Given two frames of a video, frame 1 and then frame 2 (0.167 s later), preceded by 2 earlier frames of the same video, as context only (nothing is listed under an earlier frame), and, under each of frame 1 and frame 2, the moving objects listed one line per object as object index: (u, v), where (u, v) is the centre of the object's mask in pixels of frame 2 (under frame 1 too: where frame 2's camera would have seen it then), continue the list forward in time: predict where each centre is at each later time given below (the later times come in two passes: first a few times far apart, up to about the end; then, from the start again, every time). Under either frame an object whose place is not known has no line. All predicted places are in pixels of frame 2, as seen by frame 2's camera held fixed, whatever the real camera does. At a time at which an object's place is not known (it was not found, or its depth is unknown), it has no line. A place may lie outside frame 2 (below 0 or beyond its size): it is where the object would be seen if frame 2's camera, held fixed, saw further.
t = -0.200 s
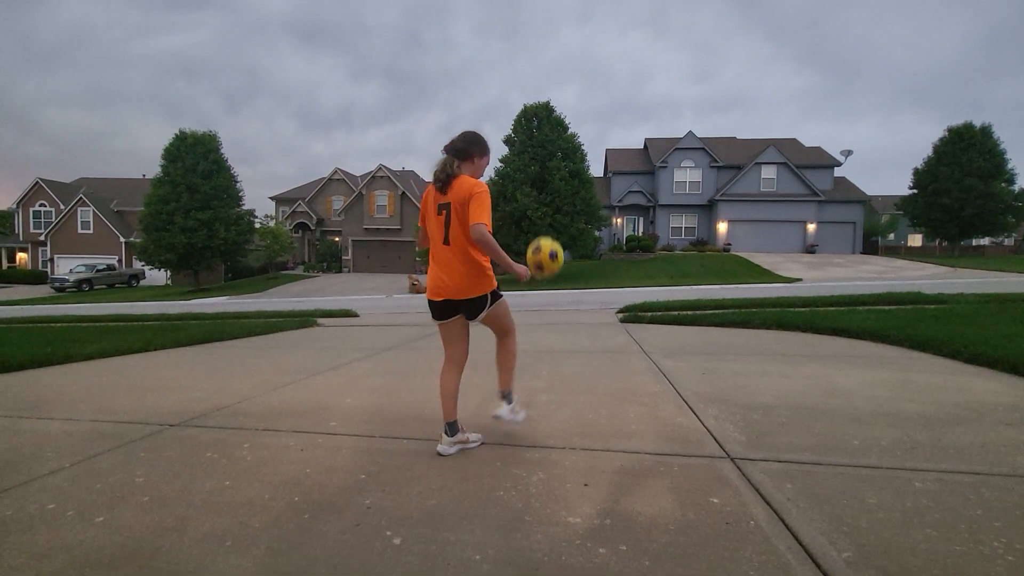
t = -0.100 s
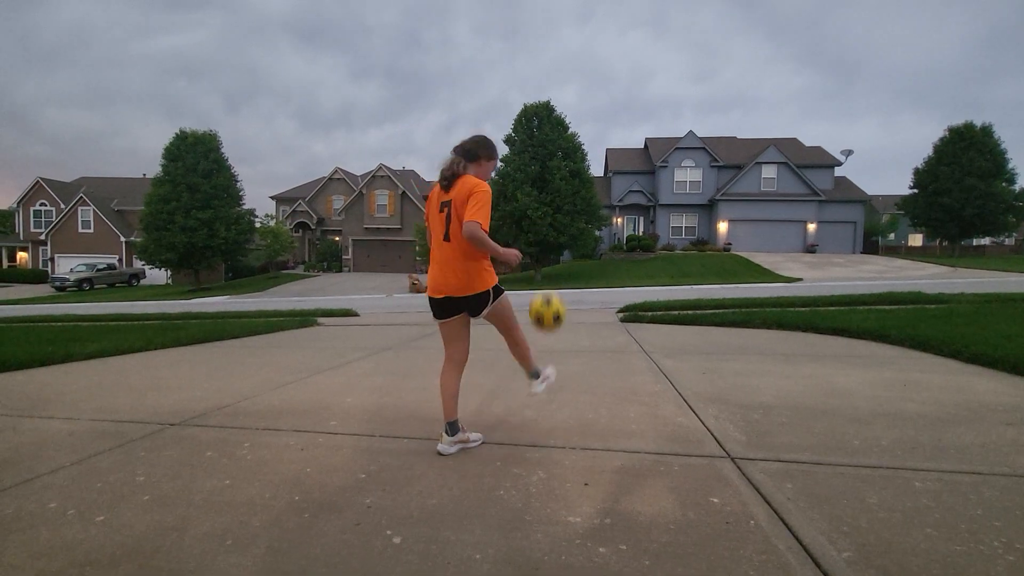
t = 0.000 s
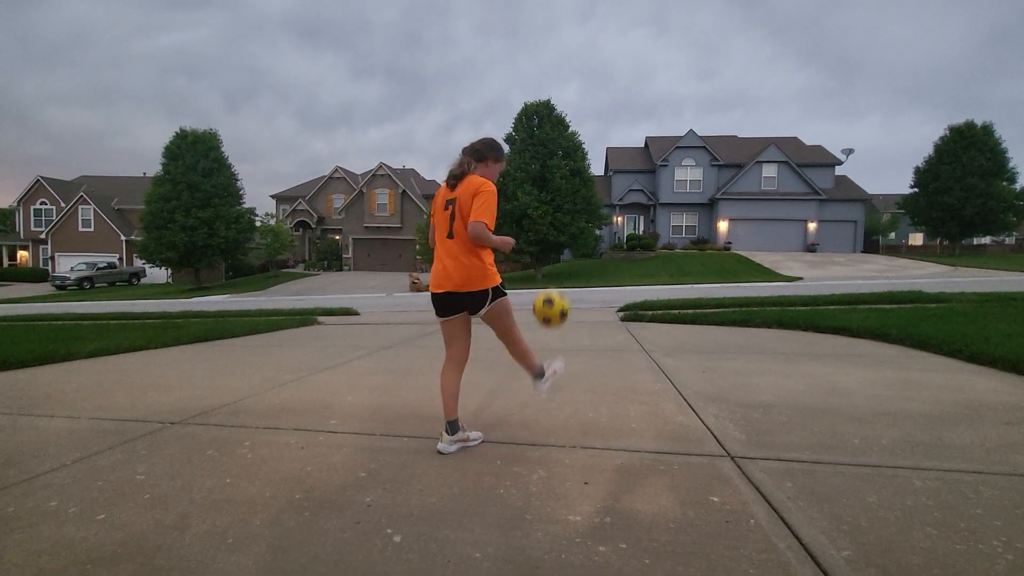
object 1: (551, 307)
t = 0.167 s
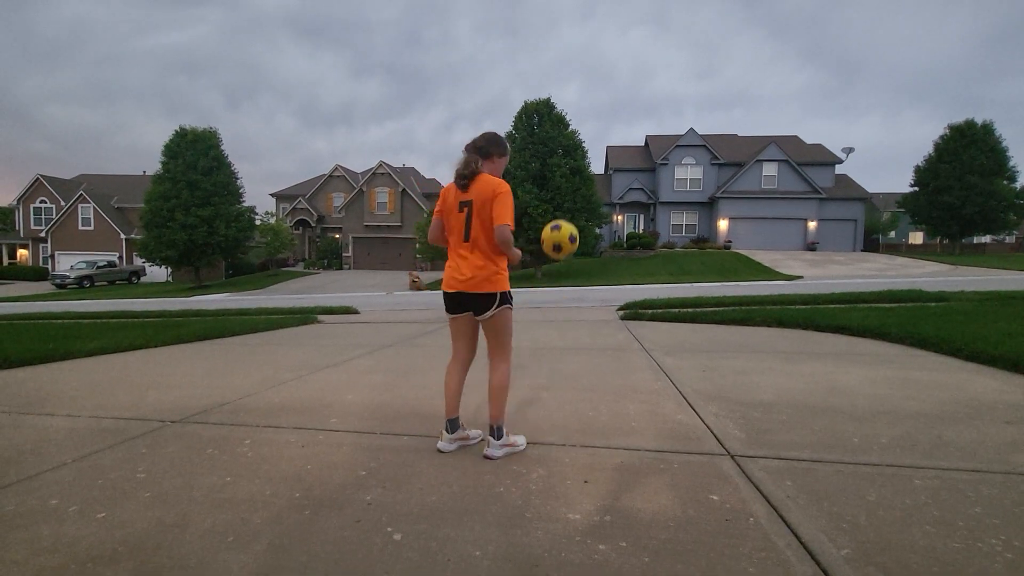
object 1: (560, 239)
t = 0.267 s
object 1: (564, 220)
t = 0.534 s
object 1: (574, 250)
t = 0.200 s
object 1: (561, 230)
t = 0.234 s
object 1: (563, 224)
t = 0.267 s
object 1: (564, 220)
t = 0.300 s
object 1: (566, 217)
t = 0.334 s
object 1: (567, 216)
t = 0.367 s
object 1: (568, 217)
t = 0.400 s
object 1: (570, 219)
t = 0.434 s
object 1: (571, 224)
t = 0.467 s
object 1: (572, 231)
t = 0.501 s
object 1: (573, 240)
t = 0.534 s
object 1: (574, 250)
